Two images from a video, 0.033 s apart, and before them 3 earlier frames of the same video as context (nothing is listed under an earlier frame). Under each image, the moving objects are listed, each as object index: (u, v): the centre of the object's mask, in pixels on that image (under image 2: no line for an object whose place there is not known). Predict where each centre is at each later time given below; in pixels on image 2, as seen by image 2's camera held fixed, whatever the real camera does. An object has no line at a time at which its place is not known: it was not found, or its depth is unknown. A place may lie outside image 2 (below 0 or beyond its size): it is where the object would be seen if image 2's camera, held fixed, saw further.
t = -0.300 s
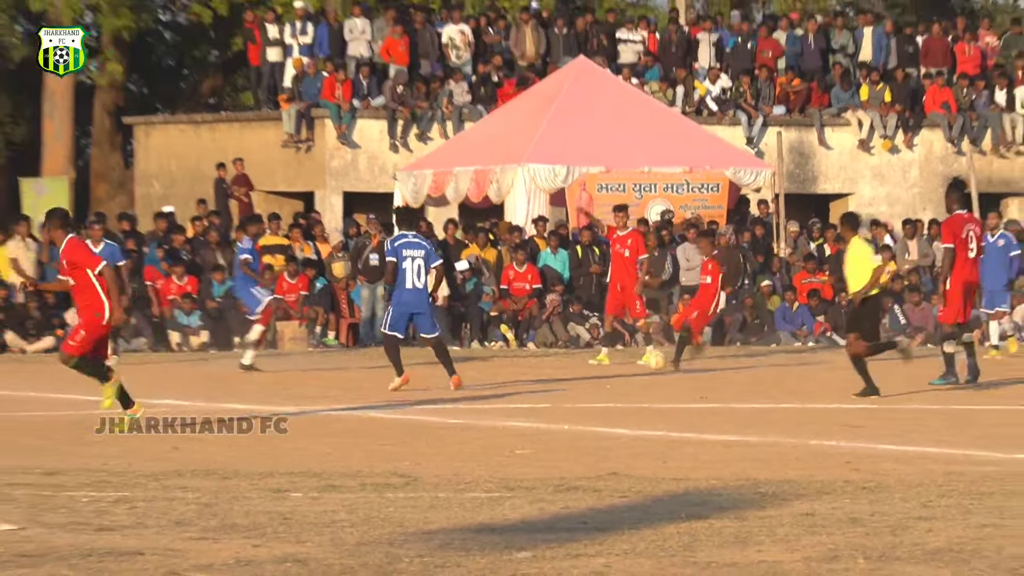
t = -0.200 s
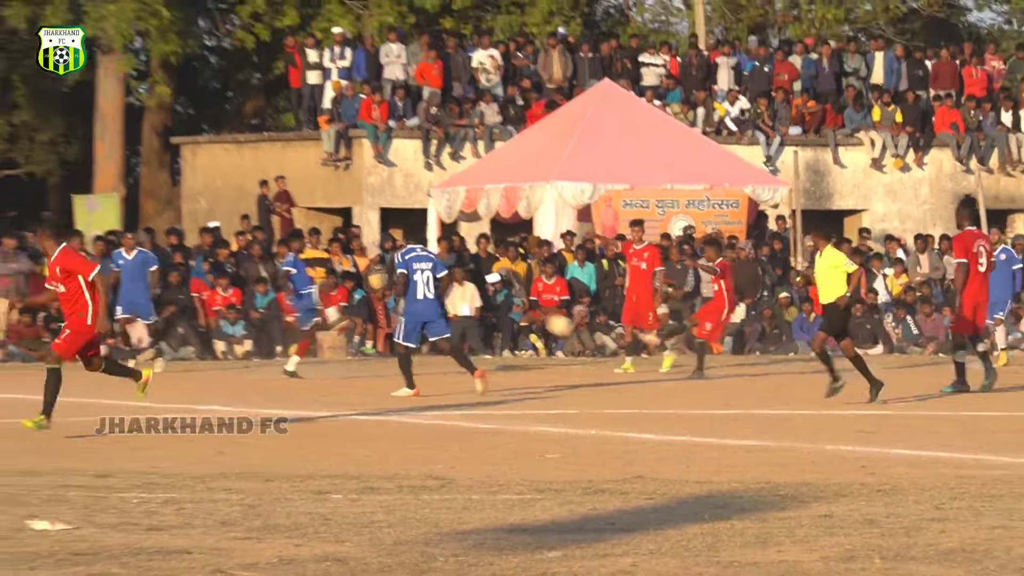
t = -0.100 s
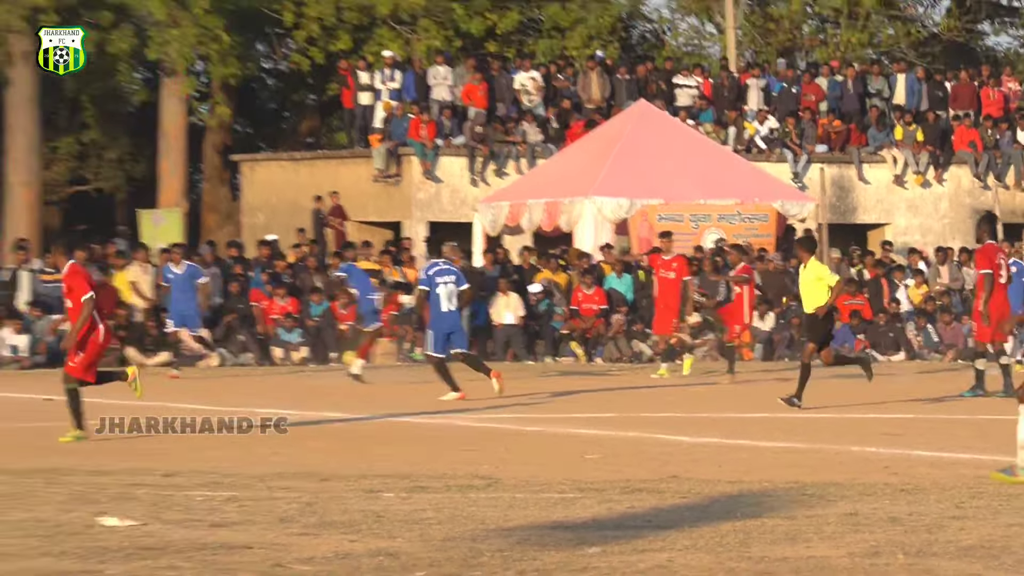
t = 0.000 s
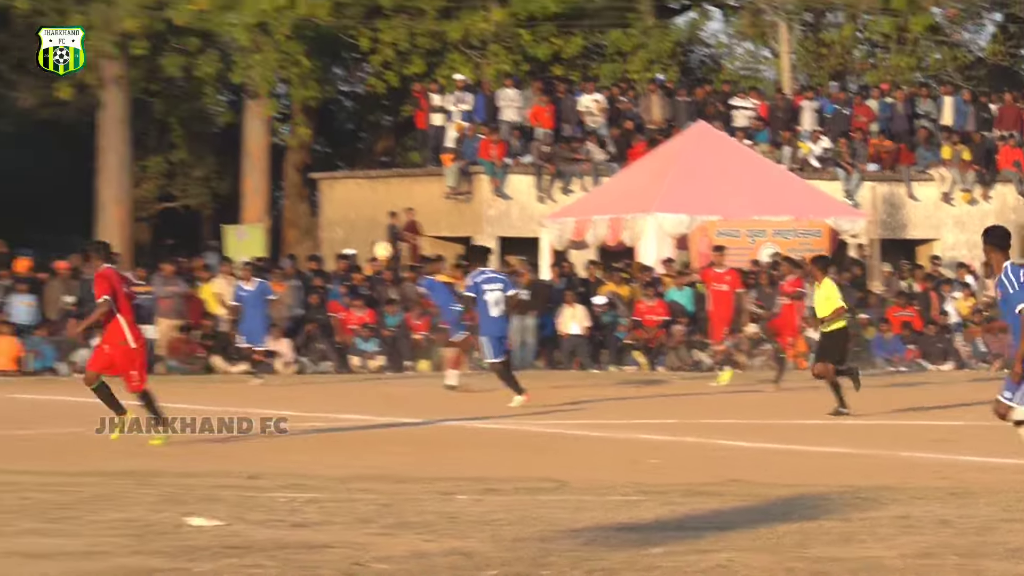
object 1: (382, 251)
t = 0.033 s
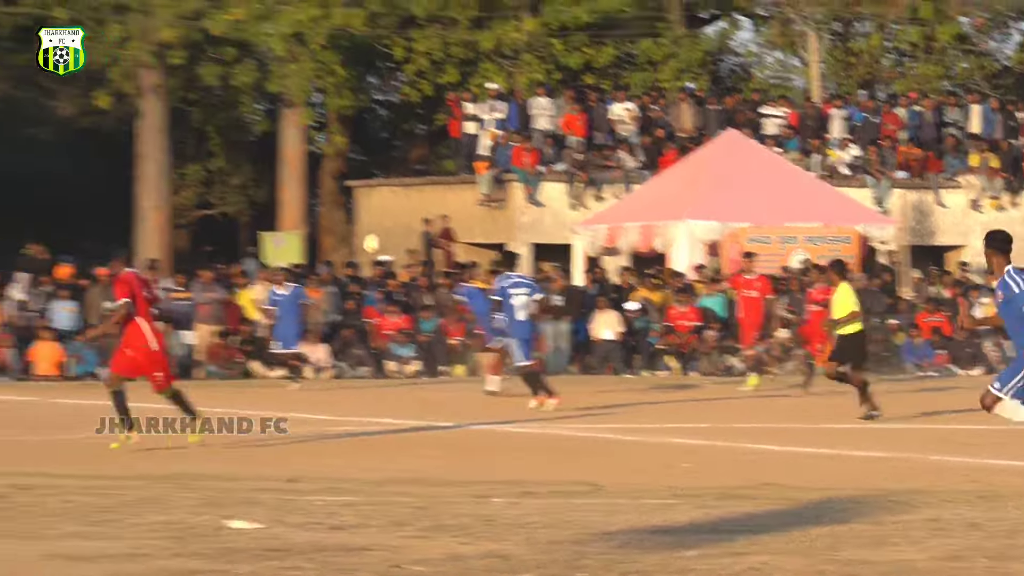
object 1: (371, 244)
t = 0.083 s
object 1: (308, 226)
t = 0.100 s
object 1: (284, 221)
